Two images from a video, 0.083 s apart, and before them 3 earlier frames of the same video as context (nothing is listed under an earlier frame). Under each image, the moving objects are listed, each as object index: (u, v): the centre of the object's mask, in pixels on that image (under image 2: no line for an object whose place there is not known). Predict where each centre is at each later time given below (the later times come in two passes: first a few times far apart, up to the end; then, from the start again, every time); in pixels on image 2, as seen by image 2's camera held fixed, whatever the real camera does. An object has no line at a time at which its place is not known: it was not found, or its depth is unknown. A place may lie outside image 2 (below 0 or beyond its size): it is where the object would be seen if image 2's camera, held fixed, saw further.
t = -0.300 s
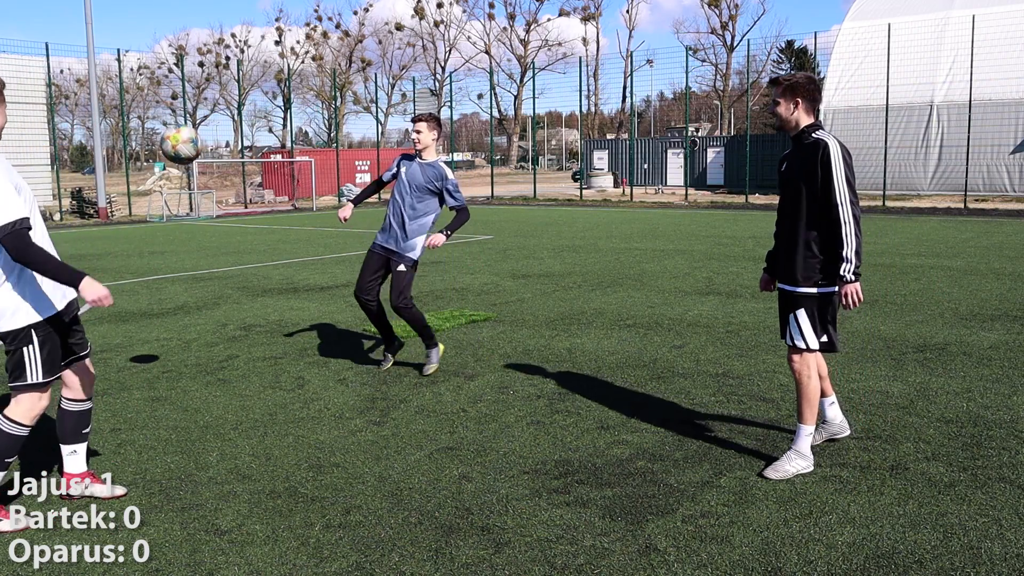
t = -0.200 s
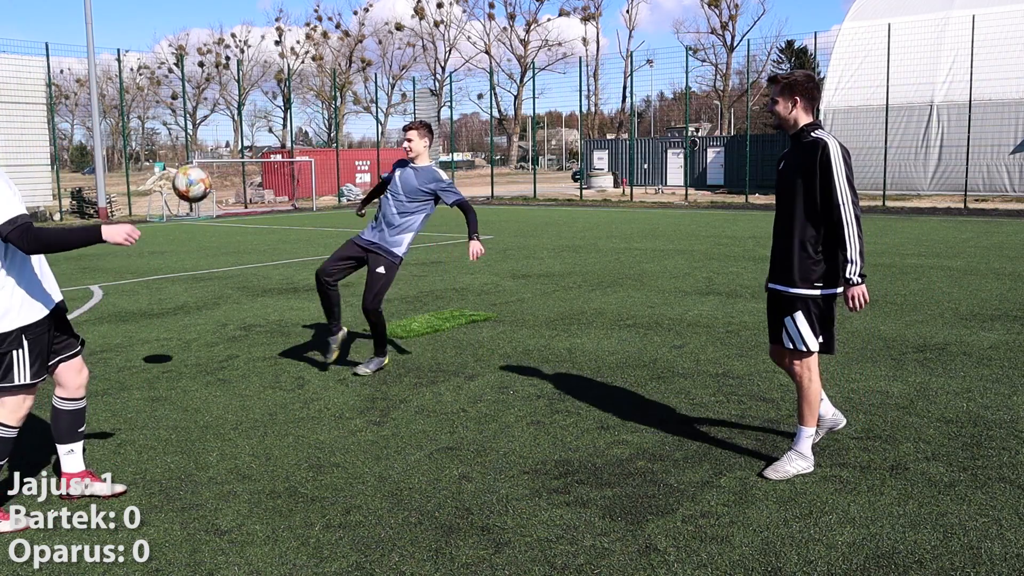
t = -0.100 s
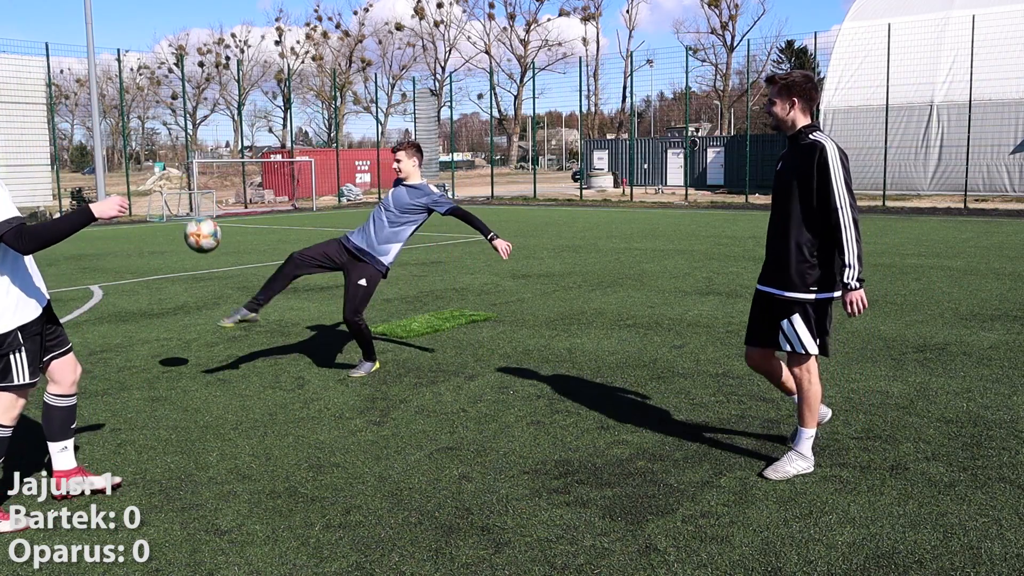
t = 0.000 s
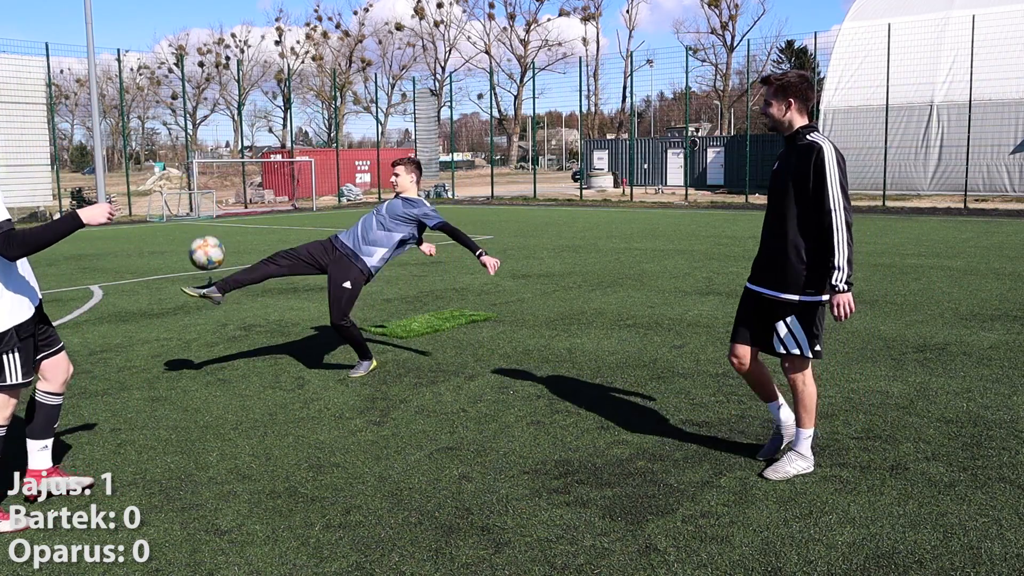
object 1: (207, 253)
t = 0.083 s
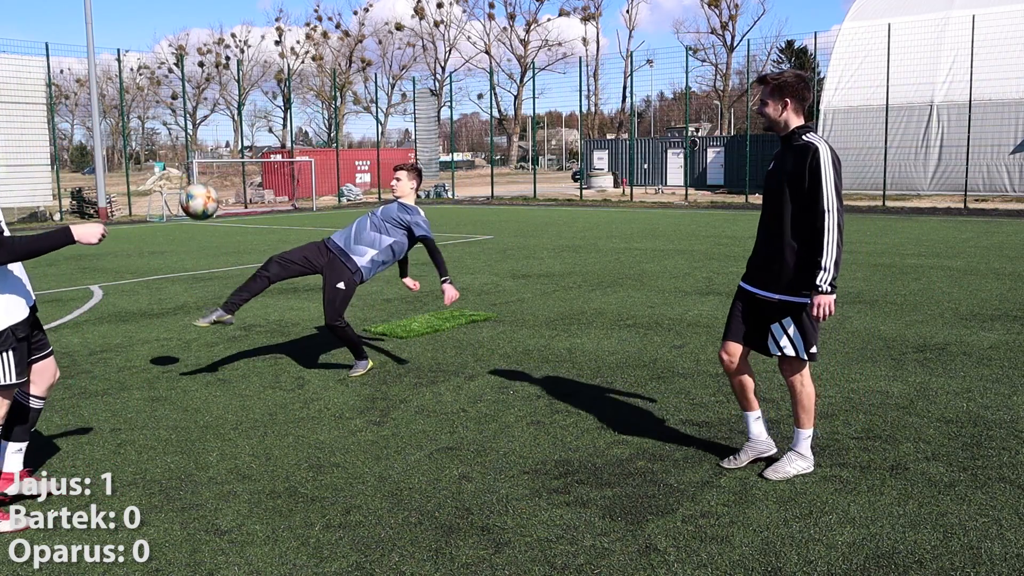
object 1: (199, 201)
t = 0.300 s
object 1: (181, 97)
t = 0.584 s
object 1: (158, 72)
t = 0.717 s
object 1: (148, 134)
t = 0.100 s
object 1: (198, 191)
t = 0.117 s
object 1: (197, 183)
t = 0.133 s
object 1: (195, 173)
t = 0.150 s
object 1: (194, 164)
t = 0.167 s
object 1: (193, 155)
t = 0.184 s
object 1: (191, 147)
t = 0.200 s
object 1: (190, 139)
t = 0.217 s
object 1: (188, 131)
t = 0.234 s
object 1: (187, 124)
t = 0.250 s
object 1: (185, 116)
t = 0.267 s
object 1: (184, 110)
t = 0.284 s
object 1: (183, 103)
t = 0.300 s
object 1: (181, 97)
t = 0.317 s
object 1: (180, 92)
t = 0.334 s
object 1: (178, 86)
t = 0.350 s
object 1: (178, 81)
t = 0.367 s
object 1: (176, 77)
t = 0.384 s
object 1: (175, 74)
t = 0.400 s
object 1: (173, 70)
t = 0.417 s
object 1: (172, 67)
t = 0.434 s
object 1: (171, 65)
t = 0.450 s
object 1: (169, 64)
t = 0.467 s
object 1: (168, 62)
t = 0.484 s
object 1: (167, 62)
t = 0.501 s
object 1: (165, 62)
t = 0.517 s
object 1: (164, 62)
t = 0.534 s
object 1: (162, 64)
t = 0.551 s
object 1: (161, 66)
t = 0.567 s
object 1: (160, 68)
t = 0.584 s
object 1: (158, 72)
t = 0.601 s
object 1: (157, 77)
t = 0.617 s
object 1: (156, 82)
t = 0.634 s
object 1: (154, 88)
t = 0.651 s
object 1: (153, 96)
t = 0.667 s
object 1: (152, 103)
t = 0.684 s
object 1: (151, 113)
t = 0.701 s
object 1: (150, 123)
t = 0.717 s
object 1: (148, 134)
